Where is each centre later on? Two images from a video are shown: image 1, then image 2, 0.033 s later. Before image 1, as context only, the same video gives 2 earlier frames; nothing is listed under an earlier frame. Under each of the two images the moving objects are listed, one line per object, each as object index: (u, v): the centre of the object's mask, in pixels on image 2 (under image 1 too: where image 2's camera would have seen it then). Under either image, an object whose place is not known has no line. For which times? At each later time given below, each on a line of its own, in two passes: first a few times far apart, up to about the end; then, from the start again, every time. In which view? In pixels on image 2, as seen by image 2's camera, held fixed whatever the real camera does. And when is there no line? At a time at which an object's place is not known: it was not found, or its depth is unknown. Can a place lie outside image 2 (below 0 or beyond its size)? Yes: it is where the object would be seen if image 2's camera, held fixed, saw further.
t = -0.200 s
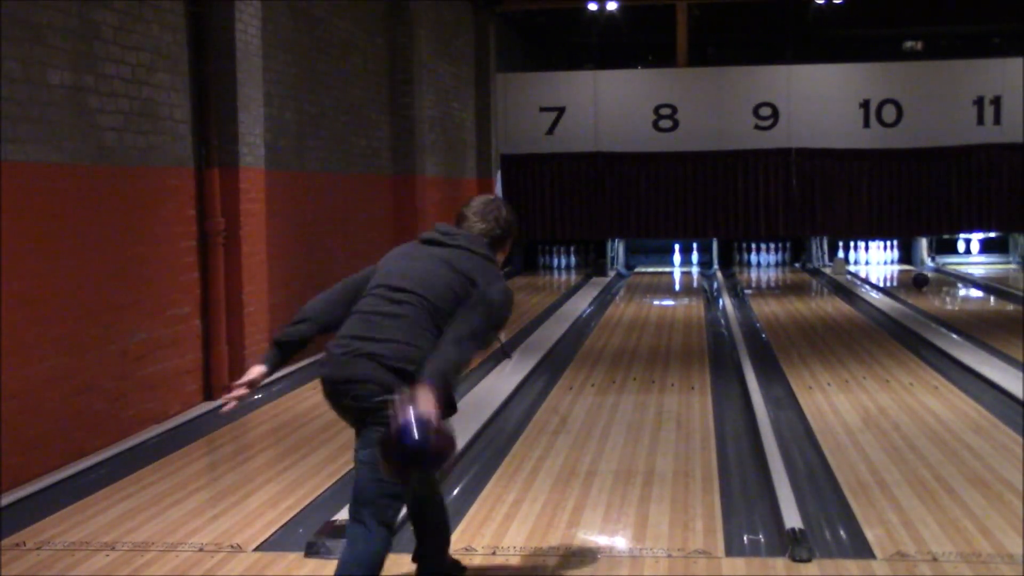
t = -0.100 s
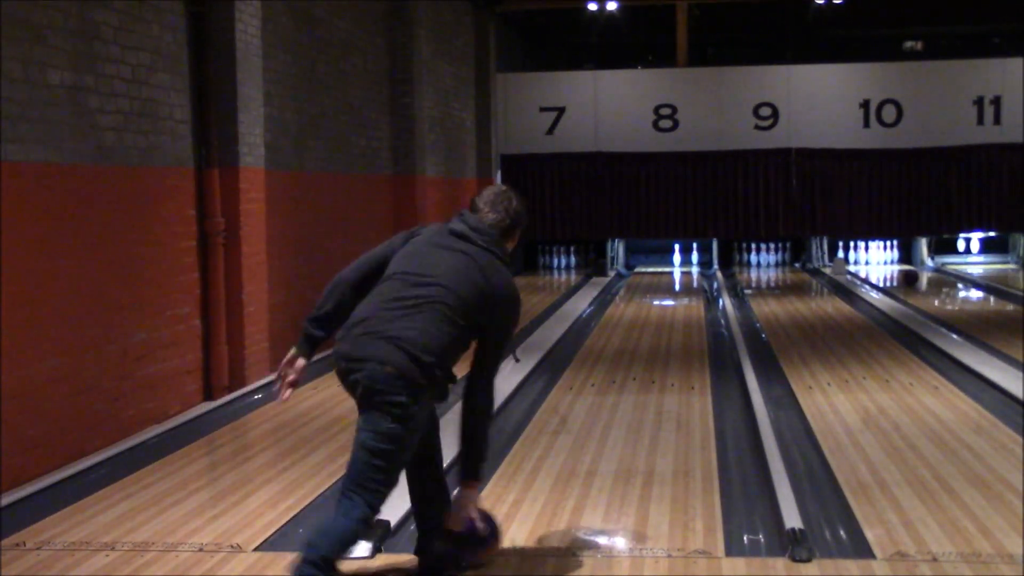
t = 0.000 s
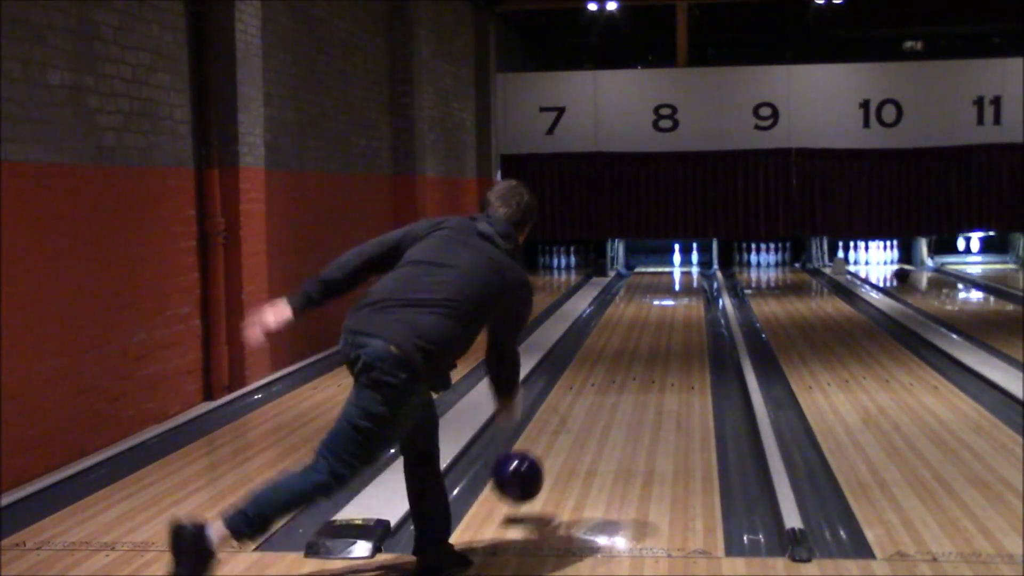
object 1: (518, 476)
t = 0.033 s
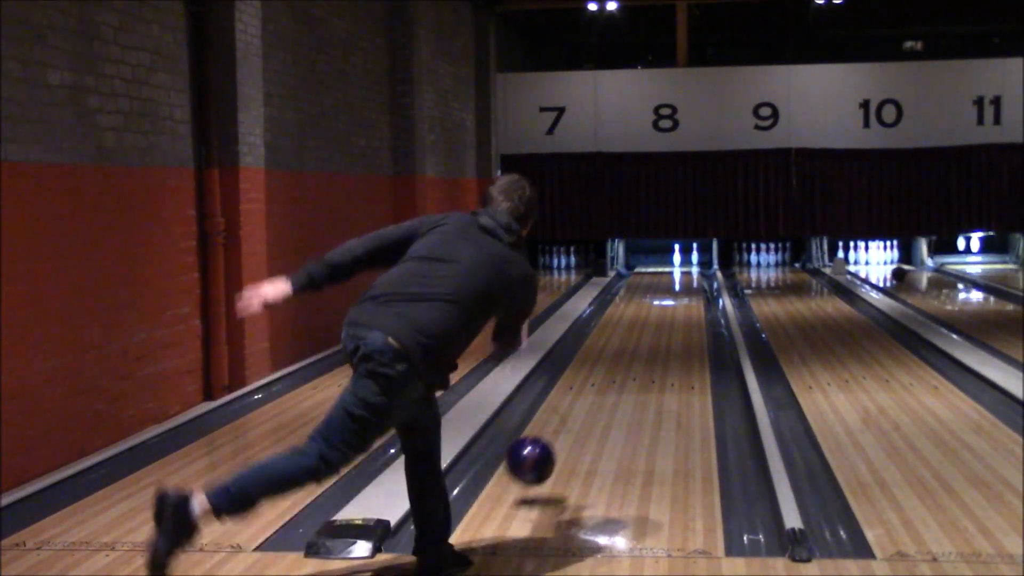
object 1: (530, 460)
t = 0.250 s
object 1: (588, 404)
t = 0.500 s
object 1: (624, 353)
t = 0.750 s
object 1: (646, 322)
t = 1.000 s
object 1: (661, 301)
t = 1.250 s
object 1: (671, 286)
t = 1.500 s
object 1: (678, 274)
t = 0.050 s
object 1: (536, 454)
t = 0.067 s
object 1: (542, 448)
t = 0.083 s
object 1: (547, 444)
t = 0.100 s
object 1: (552, 440)
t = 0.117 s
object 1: (557, 436)
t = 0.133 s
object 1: (562, 434)
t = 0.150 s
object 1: (566, 433)
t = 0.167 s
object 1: (570, 429)
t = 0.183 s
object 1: (574, 422)
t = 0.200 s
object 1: (578, 417)
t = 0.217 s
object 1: (581, 412)
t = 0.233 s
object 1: (585, 407)
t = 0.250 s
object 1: (588, 404)
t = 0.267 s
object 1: (591, 400)
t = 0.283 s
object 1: (594, 396)
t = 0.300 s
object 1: (598, 391)
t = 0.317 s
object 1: (600, 388)
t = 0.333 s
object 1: (602, 383)
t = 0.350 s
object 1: (605, 380)
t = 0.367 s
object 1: (608, 376)
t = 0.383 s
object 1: (609, 374)
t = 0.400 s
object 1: (612, 370)
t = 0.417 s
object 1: (614, 367)
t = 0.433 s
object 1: (616, 364)
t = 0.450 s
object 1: (619, 361)
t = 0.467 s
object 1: (620, 358)
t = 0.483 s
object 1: (622, 356)
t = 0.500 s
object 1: (624, 353)
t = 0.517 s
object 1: (626, 350)
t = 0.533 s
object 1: (628, 348)
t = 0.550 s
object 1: (629, 346)
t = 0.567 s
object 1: (631, 343)
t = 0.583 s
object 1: (633, 341)
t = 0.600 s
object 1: (634, 339)
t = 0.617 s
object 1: (636, 337)
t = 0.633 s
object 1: (637, 335)
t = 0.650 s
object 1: (638, 332)
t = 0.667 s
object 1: (640, 331)
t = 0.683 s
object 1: (641, 328)
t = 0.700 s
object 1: (643, 326)
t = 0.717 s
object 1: (644, 325)
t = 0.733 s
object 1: (645, 323)
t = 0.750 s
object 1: (646, 322)
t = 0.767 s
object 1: (648, 320)
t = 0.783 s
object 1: (648, 318)
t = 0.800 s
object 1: (650, 317)
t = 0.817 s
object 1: (650, 316)
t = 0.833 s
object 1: (652, 314)
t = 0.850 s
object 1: (652, 312)
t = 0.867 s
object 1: (653, 311)
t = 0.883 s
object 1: (655, 309)
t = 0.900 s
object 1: (655, 308)
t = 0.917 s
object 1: (656, 307)
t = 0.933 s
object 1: (657, 306)
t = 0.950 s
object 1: (658, 304)
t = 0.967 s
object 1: (658, 303)
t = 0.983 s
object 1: (659, 302)
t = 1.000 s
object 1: (661, 301)
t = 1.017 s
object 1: (662, 300)
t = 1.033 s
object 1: (662, 298)
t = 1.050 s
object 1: (663, 298)
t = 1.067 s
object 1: (663, 296)
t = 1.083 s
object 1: (664, 295)
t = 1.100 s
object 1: (665, 293)
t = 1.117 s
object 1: (666, 293)
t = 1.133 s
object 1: (666, 292)
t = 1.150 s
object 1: (667, 291)
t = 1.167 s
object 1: (668, 289)
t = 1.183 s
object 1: (669, 289)
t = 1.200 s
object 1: (669, 288)
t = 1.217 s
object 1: (670, 287)
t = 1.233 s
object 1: (670, 286)
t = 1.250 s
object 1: (671, 286)
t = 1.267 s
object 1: (671, 285)
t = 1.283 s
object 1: (672, 284)
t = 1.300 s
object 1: (672, 283)
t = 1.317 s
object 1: (673, 282)
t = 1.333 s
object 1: (673, 281)
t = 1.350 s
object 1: (674, 280)
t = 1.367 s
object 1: (674, 280)
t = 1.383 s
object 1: (675, 279)
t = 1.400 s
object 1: (676, 278)
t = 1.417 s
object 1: (676, 277)
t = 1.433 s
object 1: (677, 277)
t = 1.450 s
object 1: (677, 276)
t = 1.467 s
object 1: (677, 275)
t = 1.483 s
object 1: (678, 275)
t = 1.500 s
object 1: (678, 274)
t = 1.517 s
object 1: (679, 274)
